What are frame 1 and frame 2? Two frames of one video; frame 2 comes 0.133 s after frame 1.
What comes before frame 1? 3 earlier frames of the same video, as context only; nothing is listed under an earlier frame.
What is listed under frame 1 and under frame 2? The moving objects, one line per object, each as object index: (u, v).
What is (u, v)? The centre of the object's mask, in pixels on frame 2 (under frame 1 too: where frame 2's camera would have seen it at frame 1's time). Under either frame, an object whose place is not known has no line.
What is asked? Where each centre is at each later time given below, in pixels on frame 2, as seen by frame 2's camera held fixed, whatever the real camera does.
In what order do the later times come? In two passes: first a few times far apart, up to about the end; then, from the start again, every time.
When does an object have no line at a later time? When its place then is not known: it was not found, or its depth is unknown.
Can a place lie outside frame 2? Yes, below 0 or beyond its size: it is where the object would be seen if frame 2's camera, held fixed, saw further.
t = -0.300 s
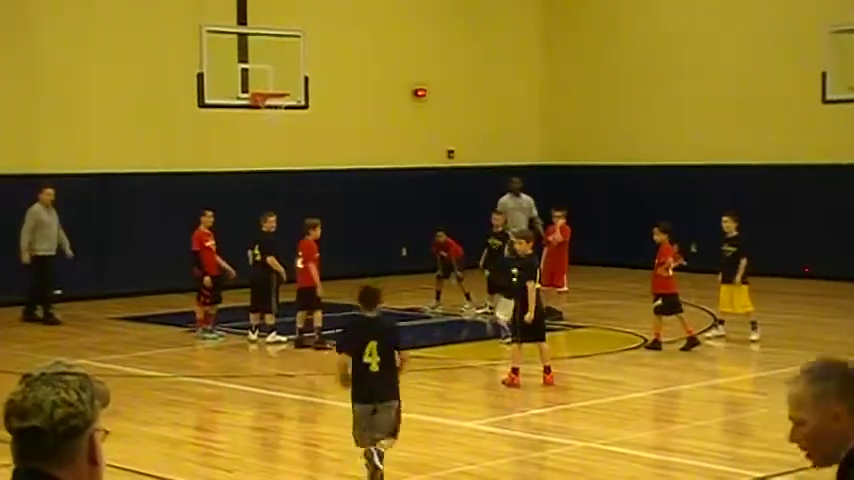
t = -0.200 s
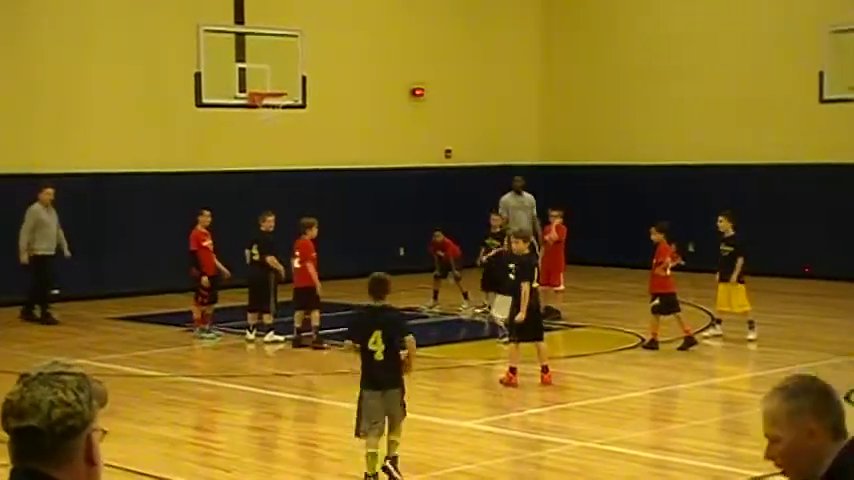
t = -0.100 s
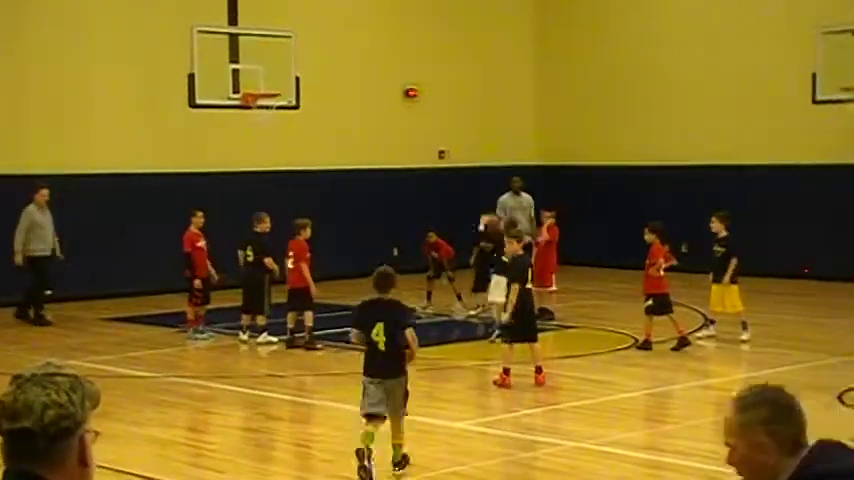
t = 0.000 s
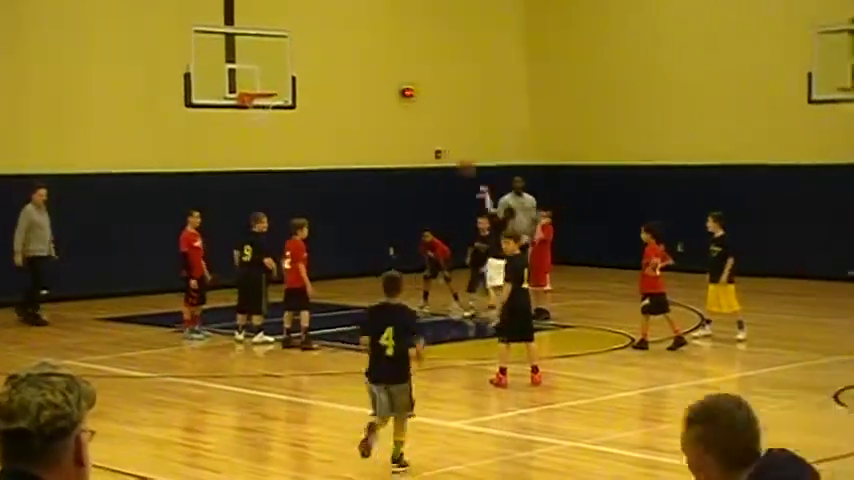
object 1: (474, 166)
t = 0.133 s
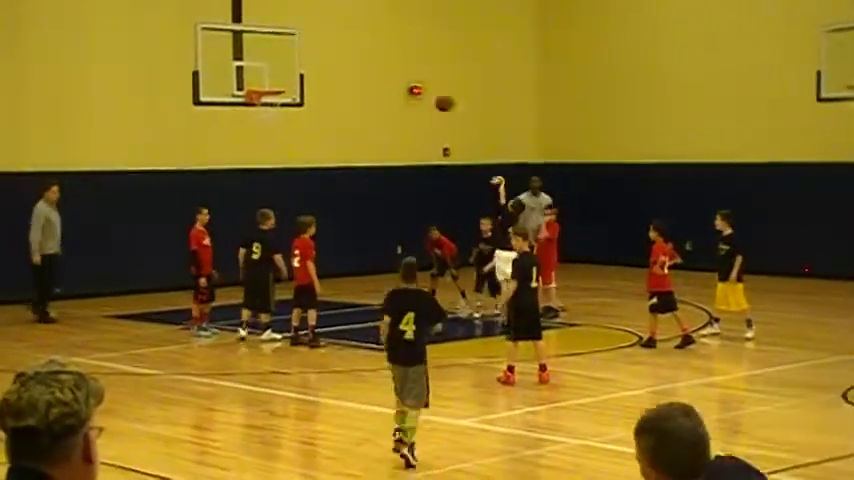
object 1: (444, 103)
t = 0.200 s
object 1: (429, 77)
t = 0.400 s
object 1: (388, 23)
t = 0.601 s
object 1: (351, 3)
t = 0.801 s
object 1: (315, 12)
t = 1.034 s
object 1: (276, 61)
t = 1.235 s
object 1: (271, 113)
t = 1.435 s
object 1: (284, 125)
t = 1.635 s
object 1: (293, 162)
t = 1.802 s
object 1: (301, 214)
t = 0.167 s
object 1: (437, 89)
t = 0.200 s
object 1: (429, 77)
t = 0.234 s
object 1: (423, 66)
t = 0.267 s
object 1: (416, 55)
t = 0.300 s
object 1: (409, 46)
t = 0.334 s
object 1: (402, 37)
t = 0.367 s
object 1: (395, 30)
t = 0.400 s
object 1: (388, 23)
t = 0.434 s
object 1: (382, 17)
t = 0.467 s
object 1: (375, 12)
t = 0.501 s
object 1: (369, 8)
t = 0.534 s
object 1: (362, 5)
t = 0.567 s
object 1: (357, 4)
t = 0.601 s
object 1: (351, 3)
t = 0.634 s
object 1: (345, 3)
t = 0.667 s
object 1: (338, 3)
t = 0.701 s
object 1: (332, 4)
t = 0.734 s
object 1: (326, 6)
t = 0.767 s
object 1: (321, 9)
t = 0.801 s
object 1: (315, 12)
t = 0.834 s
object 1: (309, 17)
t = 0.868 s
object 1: (303, 22)
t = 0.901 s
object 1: (298, 28)
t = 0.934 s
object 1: (293, 35)
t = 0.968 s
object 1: (287, 43)
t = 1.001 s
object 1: (281, 51)
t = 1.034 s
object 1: (276, 61)
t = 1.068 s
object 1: (271, 70)
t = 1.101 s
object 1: (266, 80)
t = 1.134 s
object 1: (261, 86)
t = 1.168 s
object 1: (264, 100)
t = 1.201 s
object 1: (268, 109)
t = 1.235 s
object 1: (271, 113)
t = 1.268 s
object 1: (275, 115)
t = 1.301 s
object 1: (276, 116)
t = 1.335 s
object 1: (280, 118)
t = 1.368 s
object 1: (281, 120)
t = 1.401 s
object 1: (282, 122)
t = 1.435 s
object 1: (284, 125)
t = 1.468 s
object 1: (285, 130)
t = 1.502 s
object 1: (287, 135)
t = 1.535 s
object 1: (288, 141)
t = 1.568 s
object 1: (290, 148)
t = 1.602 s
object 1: (291, 156)
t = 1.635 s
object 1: (293, 162)
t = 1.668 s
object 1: (296, 172)
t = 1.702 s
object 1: (297, 180)
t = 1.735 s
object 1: (298, 191)
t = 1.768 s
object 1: (300, 201)
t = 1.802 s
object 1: (301, 214)
